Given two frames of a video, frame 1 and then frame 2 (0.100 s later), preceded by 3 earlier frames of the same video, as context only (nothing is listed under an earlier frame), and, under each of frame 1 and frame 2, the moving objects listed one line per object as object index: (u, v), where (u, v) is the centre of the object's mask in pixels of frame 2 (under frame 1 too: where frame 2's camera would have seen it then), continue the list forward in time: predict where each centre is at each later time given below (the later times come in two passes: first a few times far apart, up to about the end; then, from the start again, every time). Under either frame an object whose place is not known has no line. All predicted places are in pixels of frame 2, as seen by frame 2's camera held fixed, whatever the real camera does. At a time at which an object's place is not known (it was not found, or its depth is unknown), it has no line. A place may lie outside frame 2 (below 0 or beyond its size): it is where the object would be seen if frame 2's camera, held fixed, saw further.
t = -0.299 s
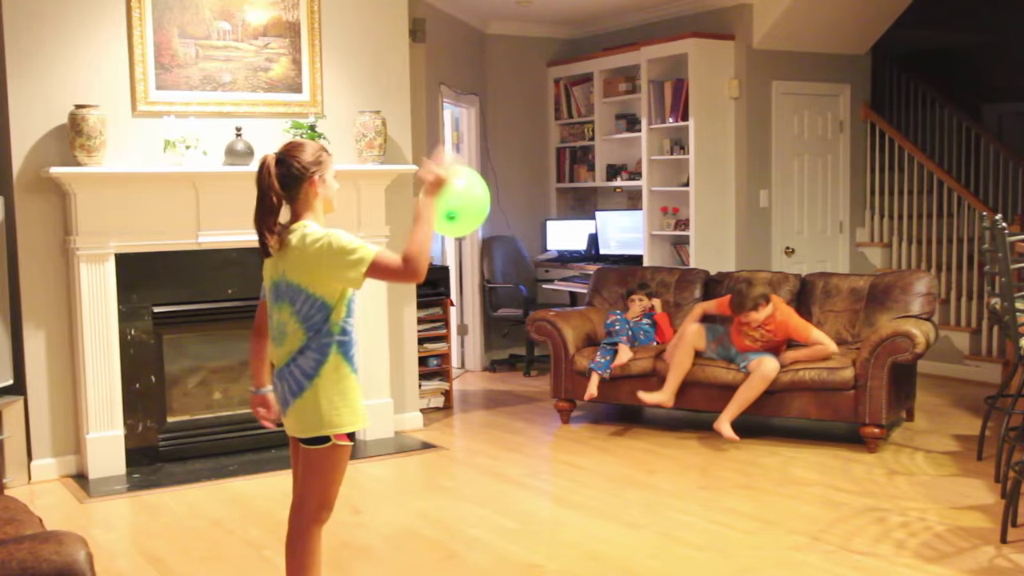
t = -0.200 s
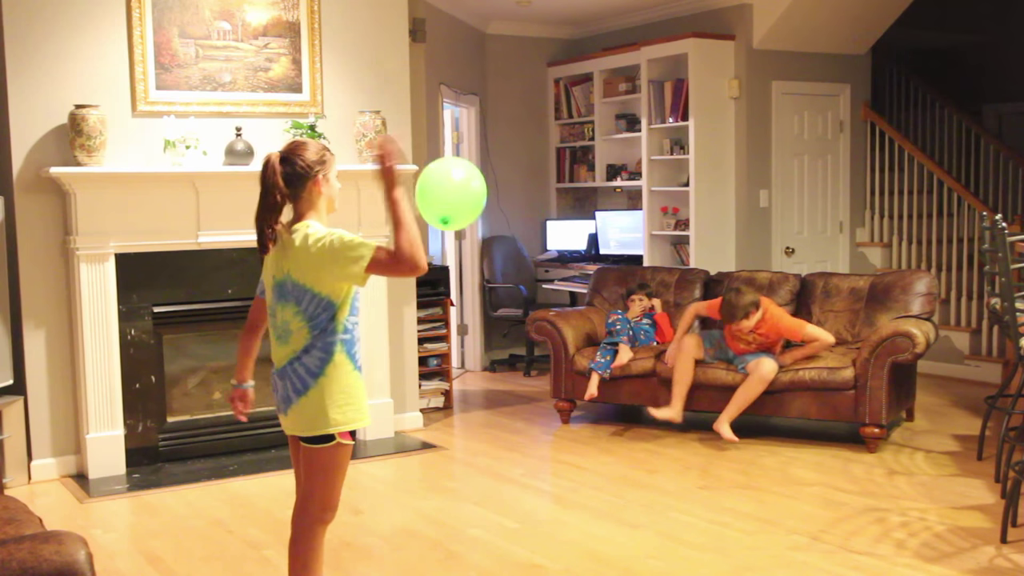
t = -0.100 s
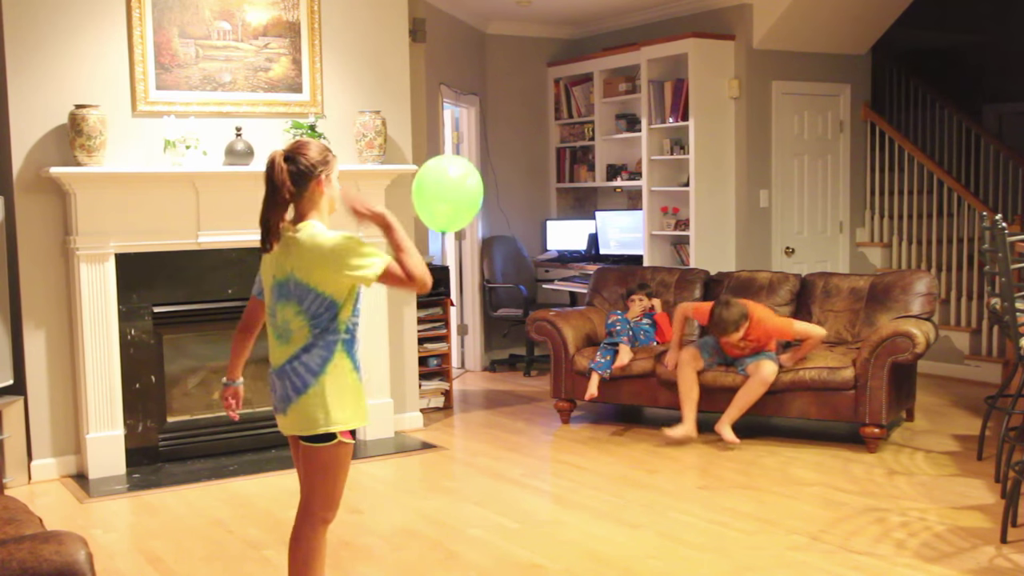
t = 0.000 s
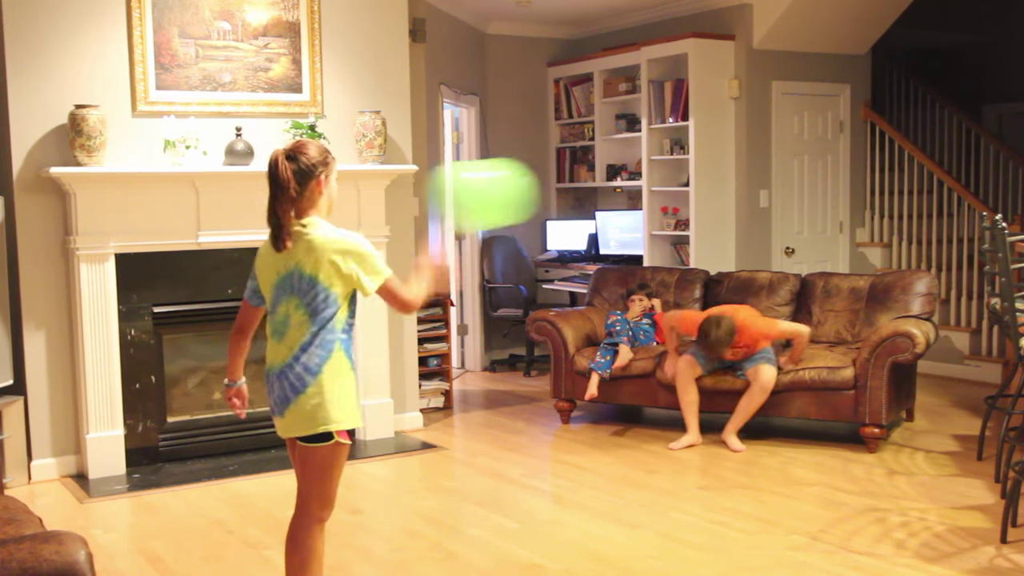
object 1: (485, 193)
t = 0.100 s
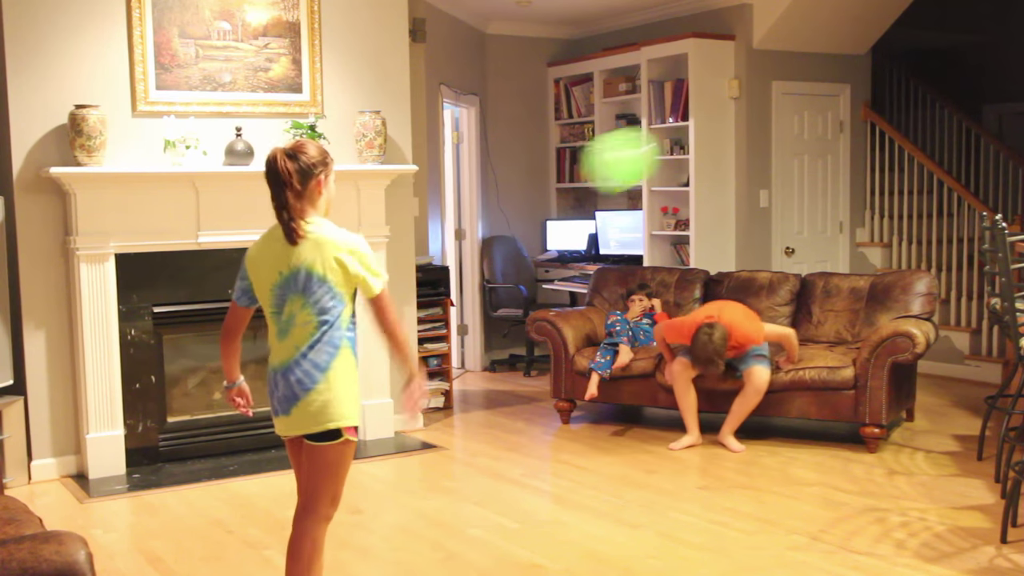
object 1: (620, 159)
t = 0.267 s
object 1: (701, 99)
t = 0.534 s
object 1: (722, 47)
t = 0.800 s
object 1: (729, 30)
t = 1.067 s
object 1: (739, 43)
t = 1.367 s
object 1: (744, 86)
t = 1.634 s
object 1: (745, 139)
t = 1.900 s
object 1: (748, 199)
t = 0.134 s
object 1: (651, 147)
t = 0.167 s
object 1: (675, 134)
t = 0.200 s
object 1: (688, 122)
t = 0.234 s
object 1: (697, 109)
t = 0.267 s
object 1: (701, 99)
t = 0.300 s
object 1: (704, 90)
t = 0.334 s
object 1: (707, 82)
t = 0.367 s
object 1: (711, 75)
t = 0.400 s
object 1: (714, 68)
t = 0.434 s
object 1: (717, 62)
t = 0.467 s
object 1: (719, 57)
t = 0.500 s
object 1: (720, 52)
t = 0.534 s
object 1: (722, 47)
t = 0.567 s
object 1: (723, 43)
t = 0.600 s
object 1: (724, 39)
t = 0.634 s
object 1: (725, 36)
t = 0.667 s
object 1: (725, 34)
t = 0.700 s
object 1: (726, 32)
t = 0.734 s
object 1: (726, 30)
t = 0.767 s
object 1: (727, 30)
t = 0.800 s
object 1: (729, 30)
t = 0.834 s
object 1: (730, 30)
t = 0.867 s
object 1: (730, 30)
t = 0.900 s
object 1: (732, 31)
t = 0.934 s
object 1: (733, 33)
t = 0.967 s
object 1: (735, 35)
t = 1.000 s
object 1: (736, 37)
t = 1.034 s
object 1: (737, 40)
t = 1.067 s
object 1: (739, 43)
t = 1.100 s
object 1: (739, 47)
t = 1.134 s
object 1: (740, 51)
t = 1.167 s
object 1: (741, 55)
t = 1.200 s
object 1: (742, 59)
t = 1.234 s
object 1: (742, 64)
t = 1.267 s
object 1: (743, 69)
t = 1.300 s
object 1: (743, 74)
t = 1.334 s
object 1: (744, 80)
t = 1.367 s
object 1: (744, 86)
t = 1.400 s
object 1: (744, 92)
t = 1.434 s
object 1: (744, 98)
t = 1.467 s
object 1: (744, 104)
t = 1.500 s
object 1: (744, 111)
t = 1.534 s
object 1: (744, 118)
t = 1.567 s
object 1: (745, 125)
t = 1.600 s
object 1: (745, 132)
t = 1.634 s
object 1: (745, 139)
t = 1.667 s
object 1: (745, 147)
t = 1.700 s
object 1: (745, 154)
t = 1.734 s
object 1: (746, 161)
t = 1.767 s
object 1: (746, 169)
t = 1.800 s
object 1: (746, 176)
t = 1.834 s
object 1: (747, 184)
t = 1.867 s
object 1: (747, 192)
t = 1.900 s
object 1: (748, 199)
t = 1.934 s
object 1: (748, 207)
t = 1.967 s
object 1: (748, 215)
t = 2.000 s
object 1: (748, 223)
